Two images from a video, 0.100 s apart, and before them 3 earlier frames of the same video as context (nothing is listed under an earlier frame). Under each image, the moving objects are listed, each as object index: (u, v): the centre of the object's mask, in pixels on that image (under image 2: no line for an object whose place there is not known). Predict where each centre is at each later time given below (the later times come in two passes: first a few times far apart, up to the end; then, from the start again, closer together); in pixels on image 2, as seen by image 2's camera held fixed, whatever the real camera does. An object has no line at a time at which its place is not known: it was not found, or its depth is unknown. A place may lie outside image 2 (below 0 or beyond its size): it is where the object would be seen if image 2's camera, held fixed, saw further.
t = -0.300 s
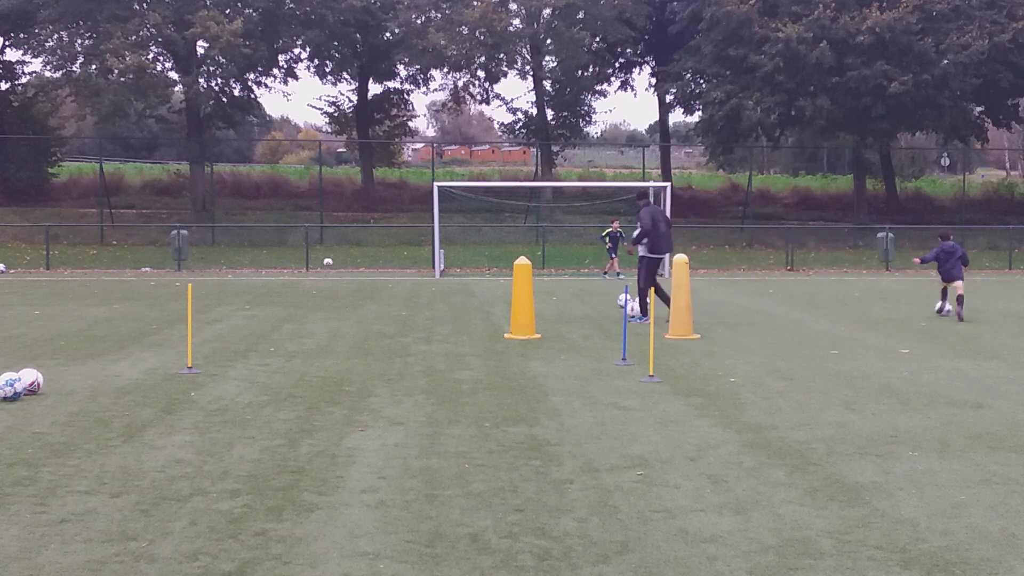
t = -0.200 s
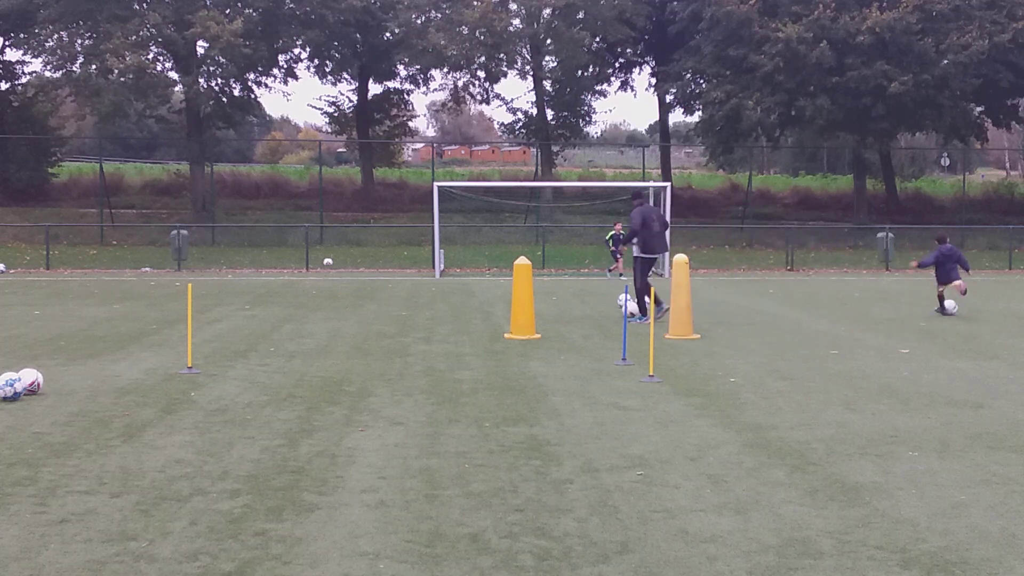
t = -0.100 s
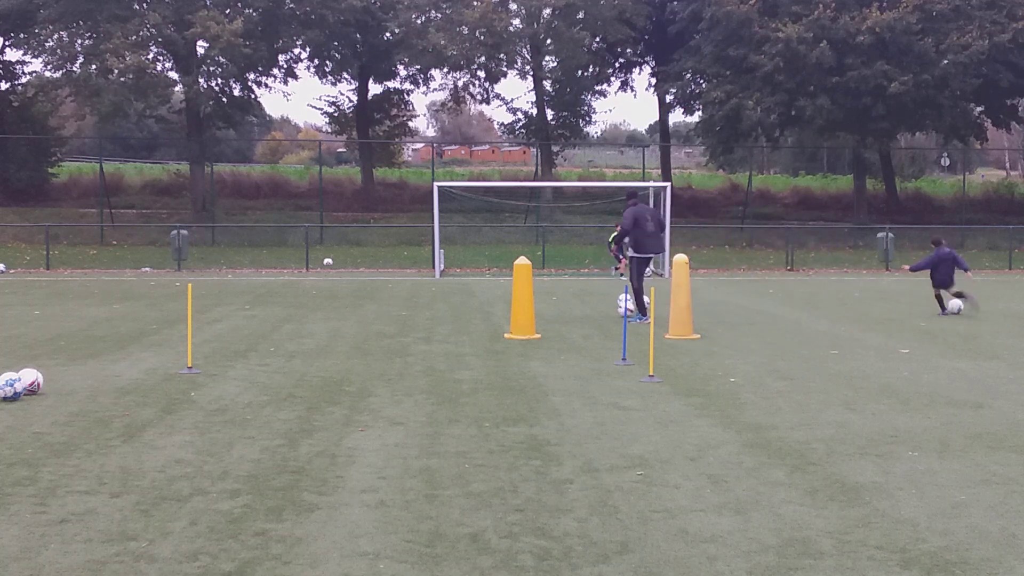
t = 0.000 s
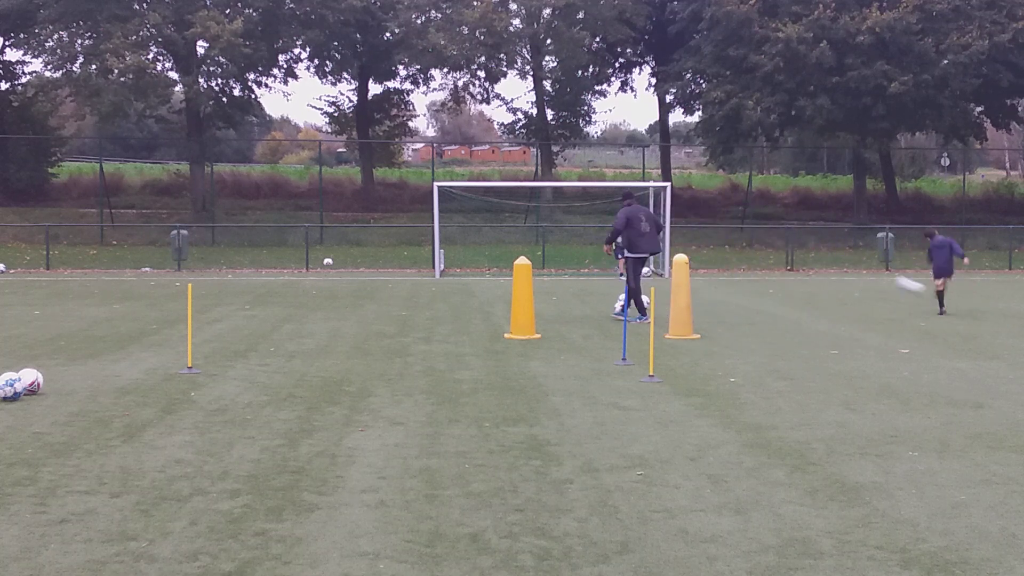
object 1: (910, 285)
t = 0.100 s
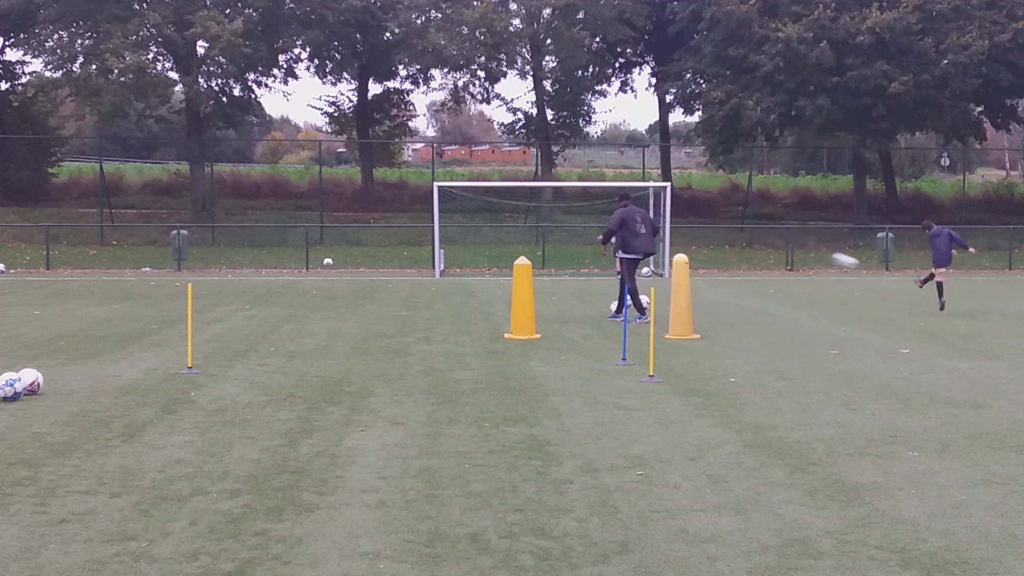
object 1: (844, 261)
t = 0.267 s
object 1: (755, 235)
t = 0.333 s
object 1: (724, 229)
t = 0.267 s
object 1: (755, 235)
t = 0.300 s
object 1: (739, 232)
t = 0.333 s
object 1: (724, 229)
